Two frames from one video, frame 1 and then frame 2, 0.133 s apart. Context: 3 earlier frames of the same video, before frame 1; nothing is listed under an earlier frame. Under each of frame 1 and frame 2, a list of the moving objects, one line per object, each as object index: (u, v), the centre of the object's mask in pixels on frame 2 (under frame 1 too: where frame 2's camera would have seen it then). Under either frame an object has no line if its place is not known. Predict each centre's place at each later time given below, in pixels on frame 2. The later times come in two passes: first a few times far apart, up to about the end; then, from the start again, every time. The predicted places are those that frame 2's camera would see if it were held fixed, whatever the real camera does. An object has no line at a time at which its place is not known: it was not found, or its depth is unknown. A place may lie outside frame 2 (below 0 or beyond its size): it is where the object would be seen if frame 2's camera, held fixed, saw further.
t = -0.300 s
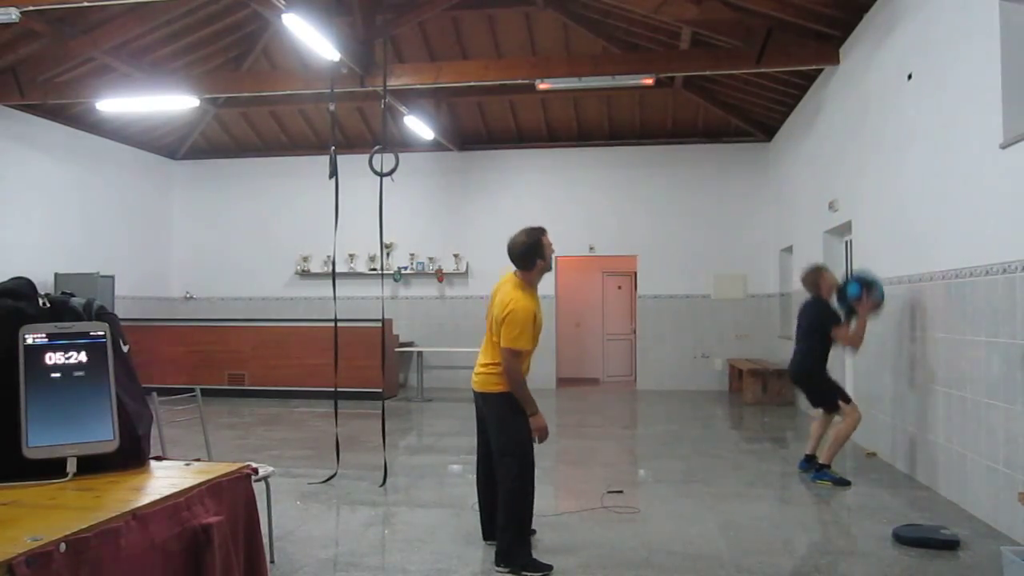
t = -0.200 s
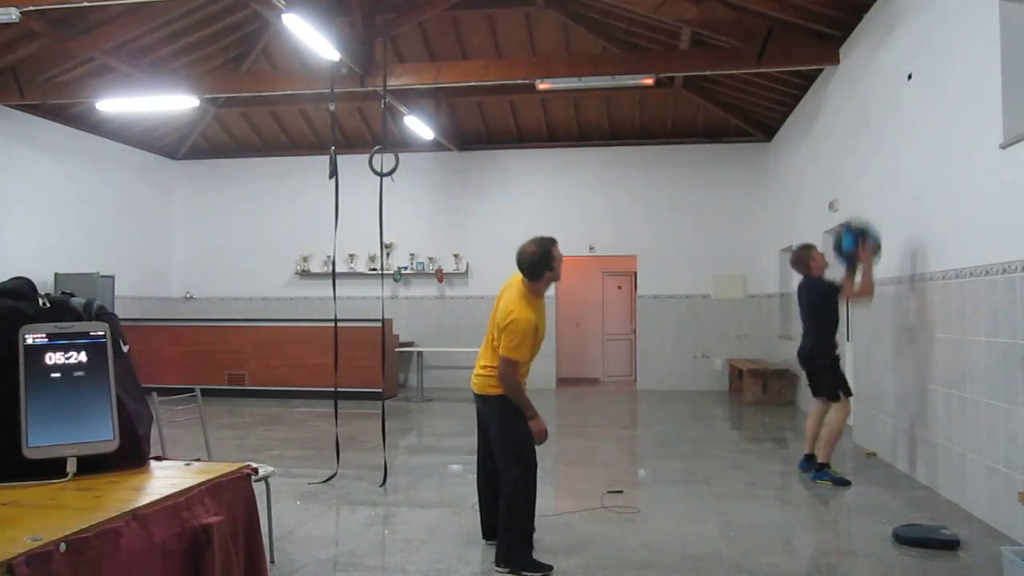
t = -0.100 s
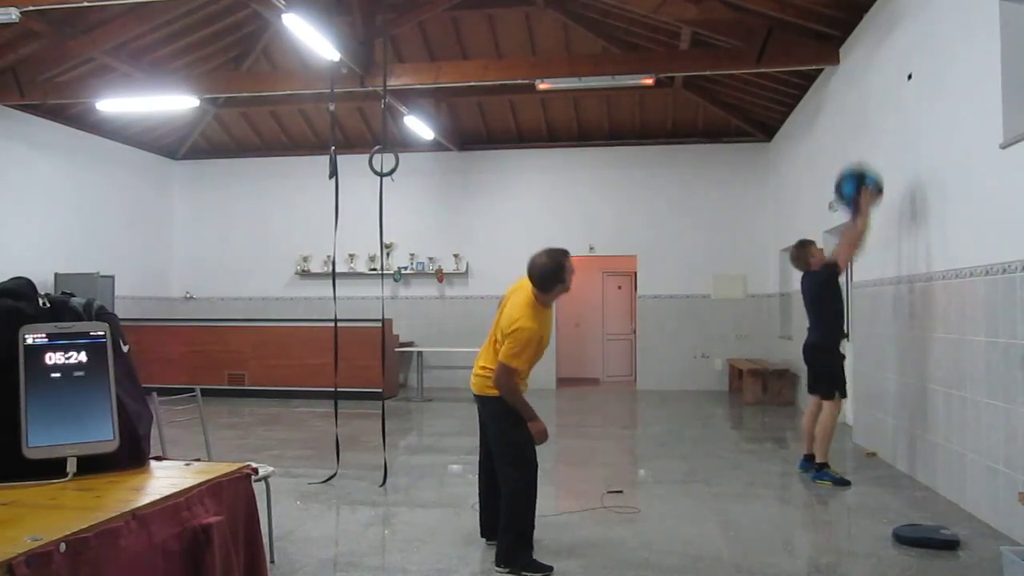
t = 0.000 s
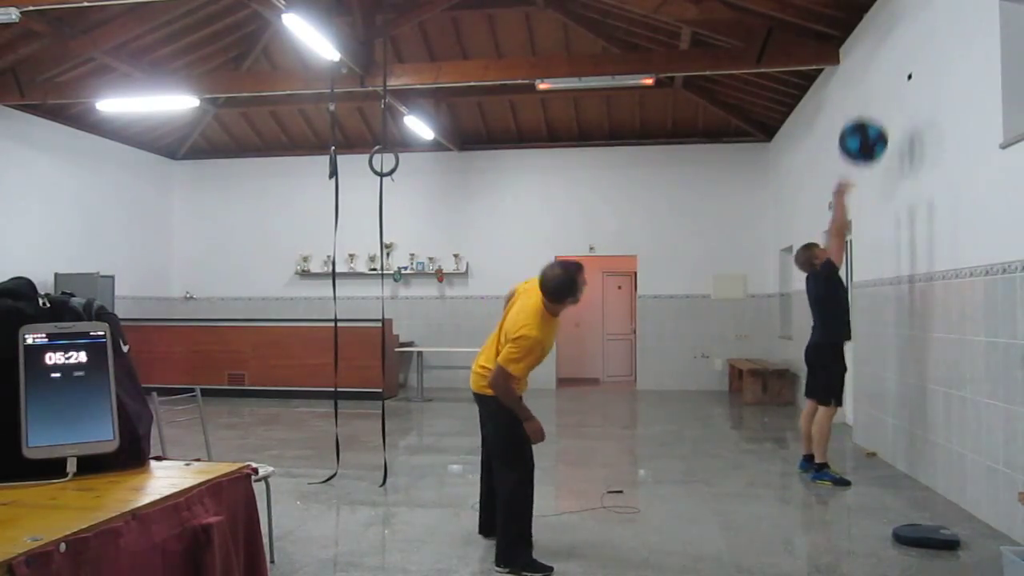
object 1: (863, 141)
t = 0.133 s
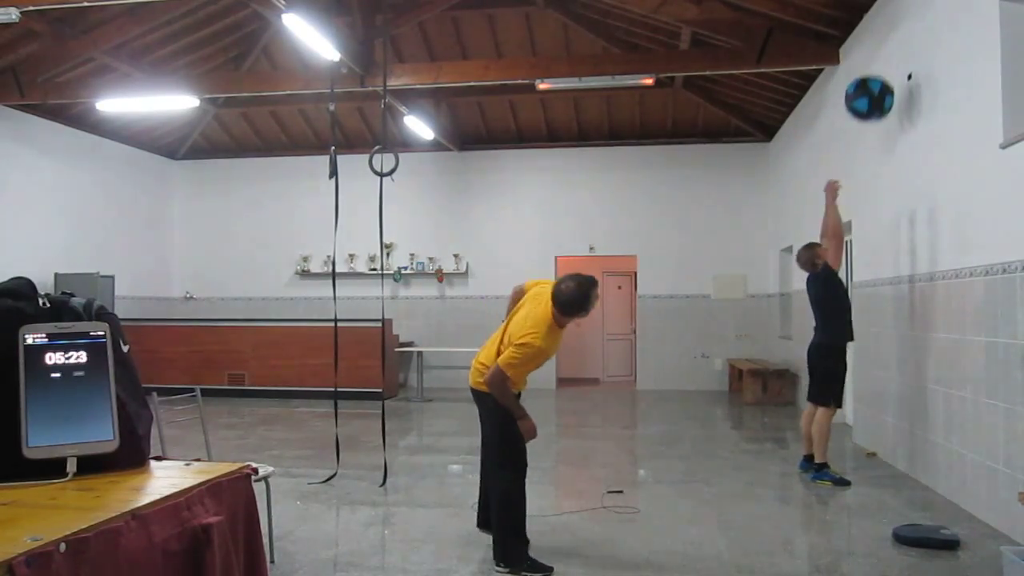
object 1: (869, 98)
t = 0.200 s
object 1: (873, 85)
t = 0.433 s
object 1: (886, 84)
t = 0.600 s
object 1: (886, 118)
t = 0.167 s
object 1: (871, 91)
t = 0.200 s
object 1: (873, 85)
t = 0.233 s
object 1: (874, 81)
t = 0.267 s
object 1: (876, 78)
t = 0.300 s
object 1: (878, 76)
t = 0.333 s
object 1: (880, 76)
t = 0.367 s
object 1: (882, 77)
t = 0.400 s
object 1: (884, 80)
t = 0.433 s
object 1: (886, 84)
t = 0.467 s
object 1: (888, 88)
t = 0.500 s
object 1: (889, 94)
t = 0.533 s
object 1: (888, 101)
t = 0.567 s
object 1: (887, 109)
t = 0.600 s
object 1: (886, 118)
